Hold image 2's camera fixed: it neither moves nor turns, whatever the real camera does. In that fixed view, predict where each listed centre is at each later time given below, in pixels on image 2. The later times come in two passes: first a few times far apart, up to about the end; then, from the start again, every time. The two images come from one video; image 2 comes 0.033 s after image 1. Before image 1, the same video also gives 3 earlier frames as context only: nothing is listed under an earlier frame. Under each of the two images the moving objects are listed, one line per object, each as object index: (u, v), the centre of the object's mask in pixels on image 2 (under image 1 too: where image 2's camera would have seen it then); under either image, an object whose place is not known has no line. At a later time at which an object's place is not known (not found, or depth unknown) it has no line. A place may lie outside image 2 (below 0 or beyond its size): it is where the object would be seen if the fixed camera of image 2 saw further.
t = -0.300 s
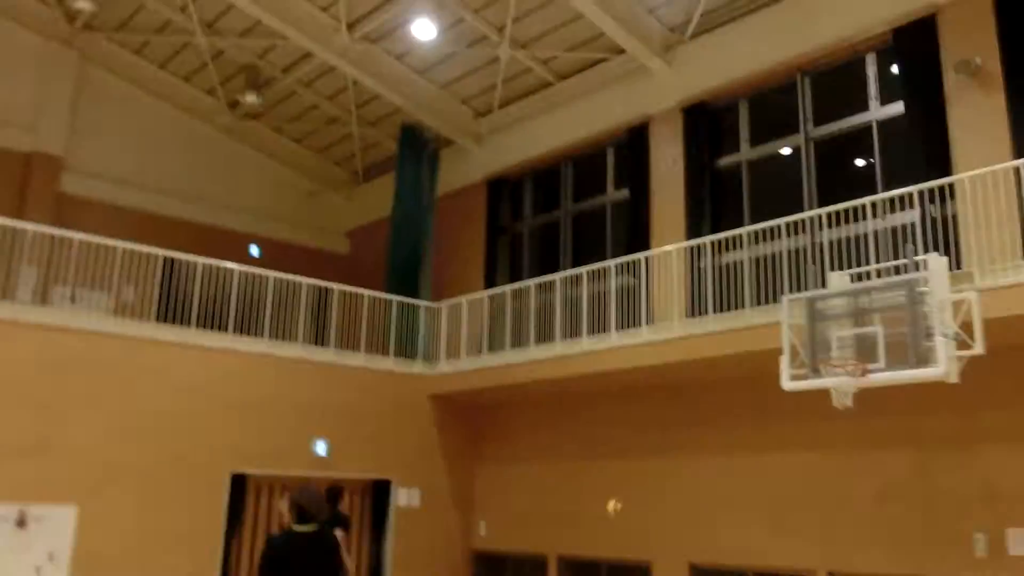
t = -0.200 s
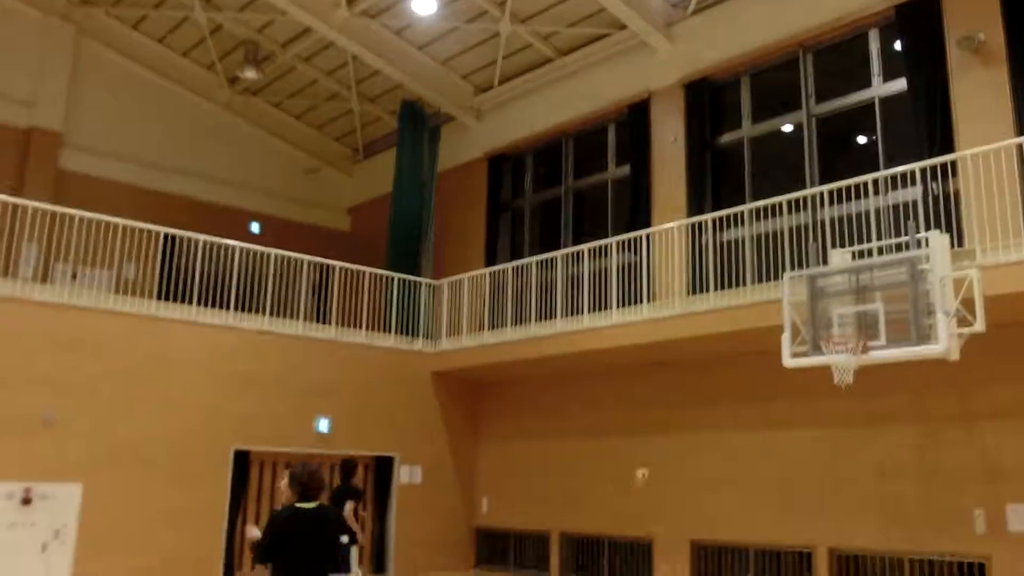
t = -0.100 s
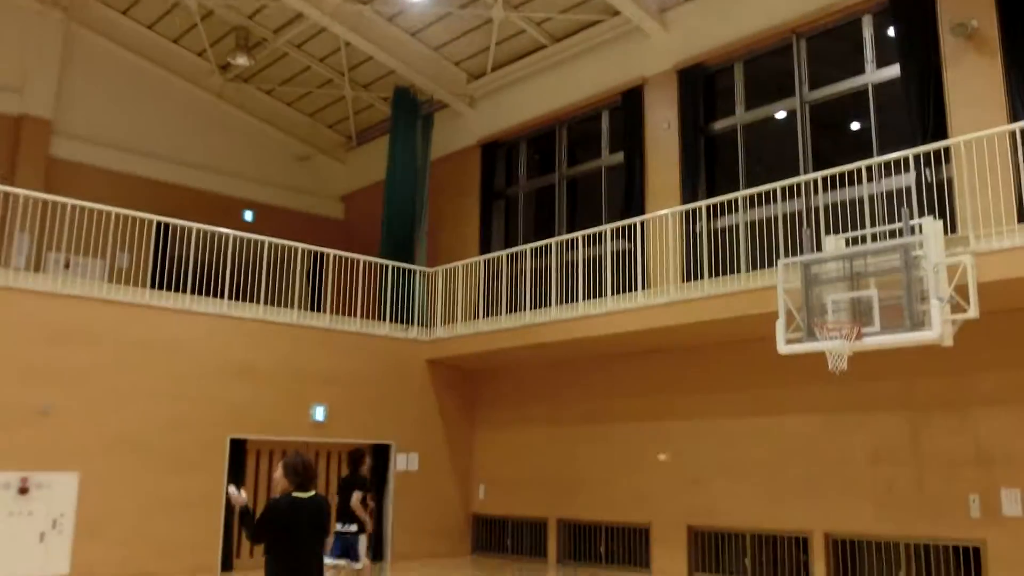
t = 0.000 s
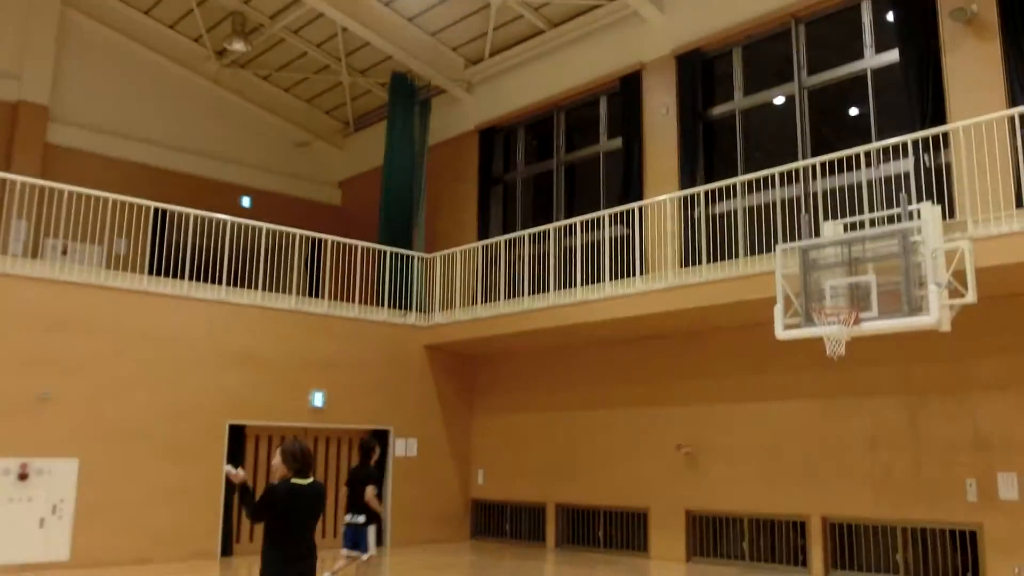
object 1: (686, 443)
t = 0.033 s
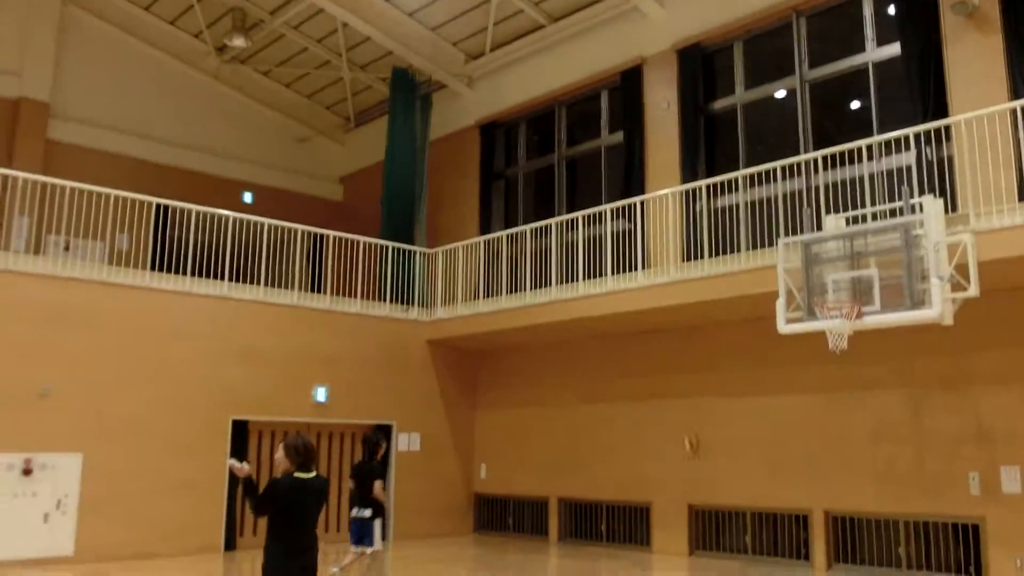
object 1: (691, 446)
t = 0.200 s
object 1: (658, 434)
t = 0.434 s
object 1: (618, 454)
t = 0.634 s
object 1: (576, 507)
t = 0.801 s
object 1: (541, 567)
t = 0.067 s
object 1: (680, 444)
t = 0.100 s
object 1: (676, 440)
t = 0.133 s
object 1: (671, 436)
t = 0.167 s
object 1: (665, 434)
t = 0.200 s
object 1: (658, 434)
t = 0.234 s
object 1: (654, 435)
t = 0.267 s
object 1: (648, 436)
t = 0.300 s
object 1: (639, 439)
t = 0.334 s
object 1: (634, 445)
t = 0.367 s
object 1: (629, 446)
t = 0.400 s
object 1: (623, 450)
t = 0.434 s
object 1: (618, 454)
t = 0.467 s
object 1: (609, 463)
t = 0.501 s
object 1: (604, 469)
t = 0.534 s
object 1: (597, 478)
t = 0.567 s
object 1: (589, 486)
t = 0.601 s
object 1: (582, 495)
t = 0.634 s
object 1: (576, 507)
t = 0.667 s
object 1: (569, 518)
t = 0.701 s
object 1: (562, 530)
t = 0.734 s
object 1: (556, 543)
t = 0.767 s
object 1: (548, 558)
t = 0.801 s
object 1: (541, 567)
